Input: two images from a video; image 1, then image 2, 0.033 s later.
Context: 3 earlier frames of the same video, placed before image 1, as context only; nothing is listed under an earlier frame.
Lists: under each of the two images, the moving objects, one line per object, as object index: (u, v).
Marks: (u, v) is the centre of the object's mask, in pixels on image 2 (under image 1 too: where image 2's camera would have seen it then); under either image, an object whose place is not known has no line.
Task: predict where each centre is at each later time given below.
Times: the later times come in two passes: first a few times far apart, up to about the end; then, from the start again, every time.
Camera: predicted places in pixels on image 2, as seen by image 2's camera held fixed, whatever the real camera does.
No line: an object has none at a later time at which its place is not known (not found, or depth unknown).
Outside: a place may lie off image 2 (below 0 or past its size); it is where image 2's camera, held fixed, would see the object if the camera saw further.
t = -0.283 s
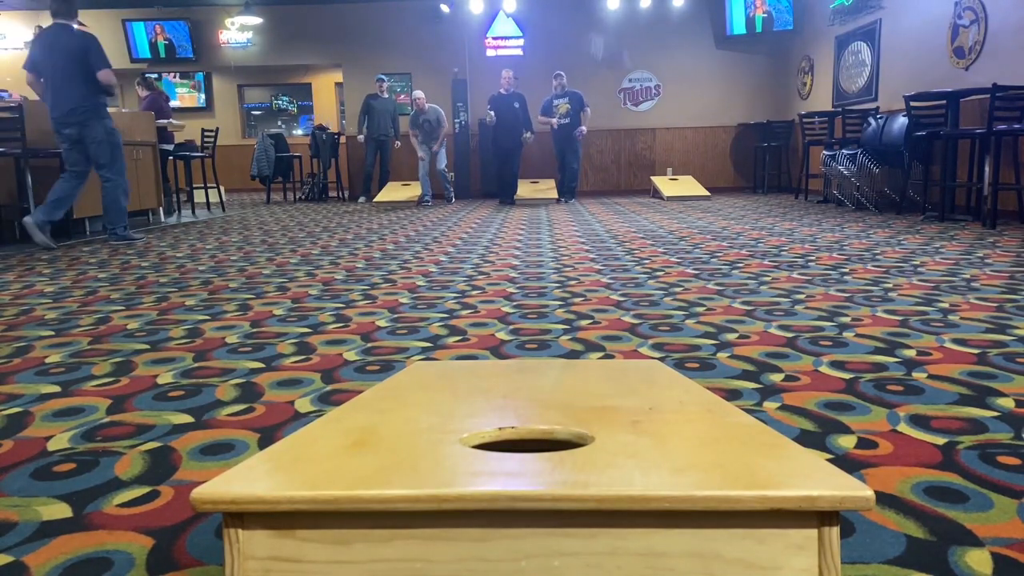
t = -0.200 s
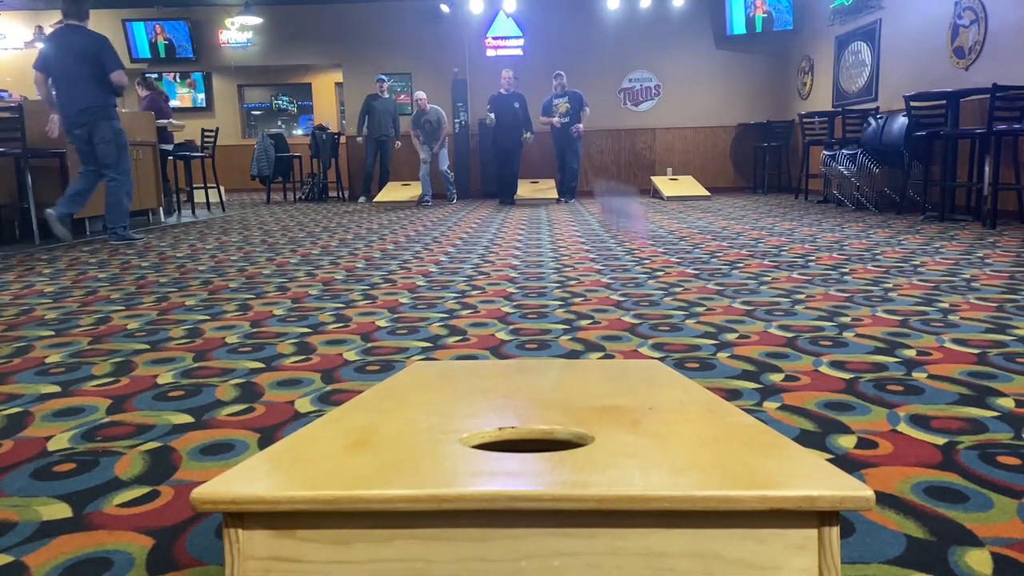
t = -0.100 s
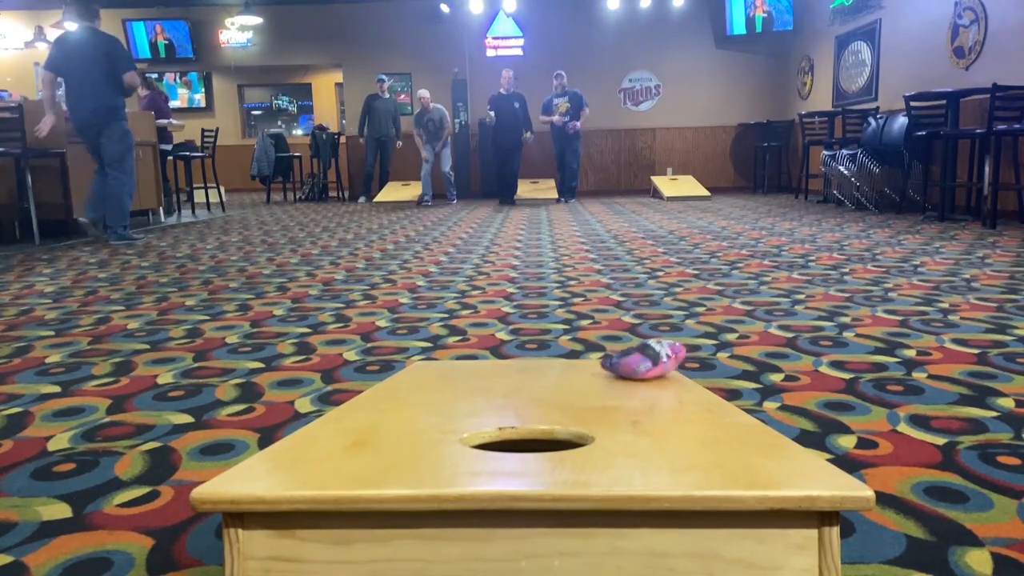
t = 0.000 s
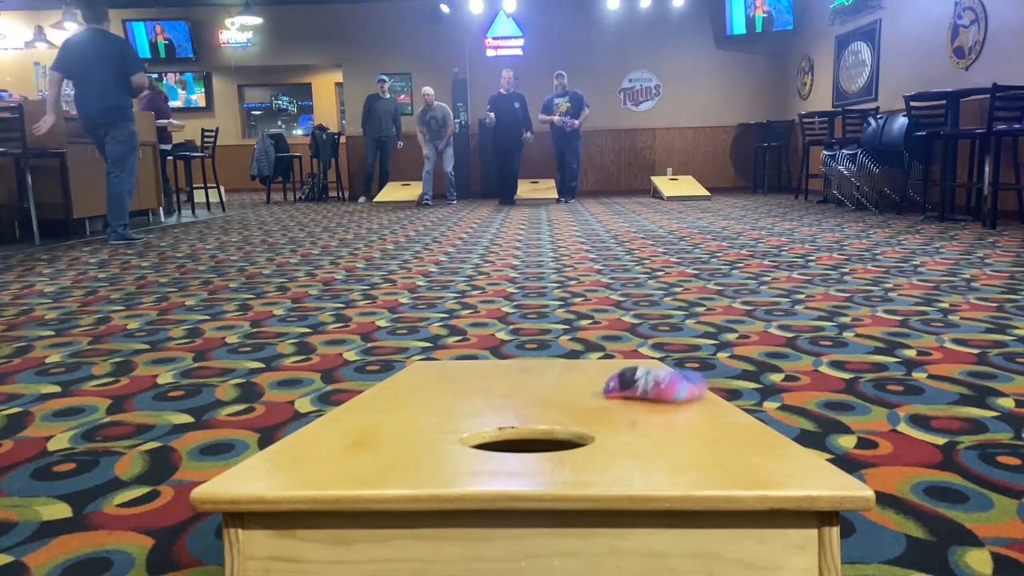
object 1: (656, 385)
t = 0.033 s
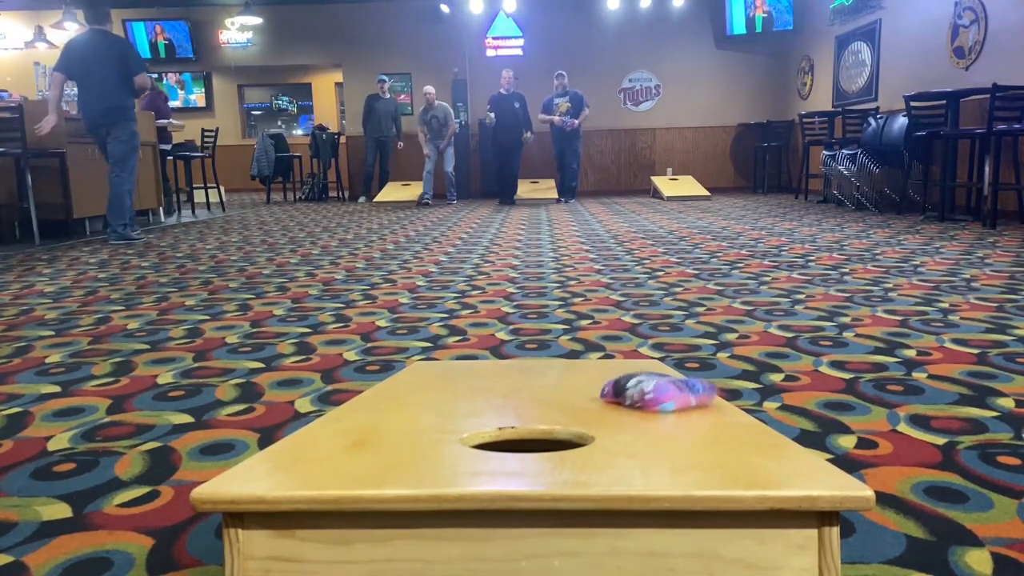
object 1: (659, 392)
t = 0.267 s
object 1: (682, 429)
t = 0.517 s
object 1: (685, 432)
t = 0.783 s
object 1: (685, 432)
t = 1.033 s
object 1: (685, 432)
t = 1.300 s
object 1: (685, 432)
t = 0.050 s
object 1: (660, 395)
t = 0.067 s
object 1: (663, 399)
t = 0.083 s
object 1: (664, 402)
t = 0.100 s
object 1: (666, 405)
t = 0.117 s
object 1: (667, 408)
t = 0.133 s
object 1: (669, 411)
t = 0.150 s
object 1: (670, 414)
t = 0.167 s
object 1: (671, 417)
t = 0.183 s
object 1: (673, 420)
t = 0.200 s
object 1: (675, 422)
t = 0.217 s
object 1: (676, 424)
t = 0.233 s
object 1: (678, 426)
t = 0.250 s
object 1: (680, 428)
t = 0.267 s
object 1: (682, 429)
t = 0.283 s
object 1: (683, 430)
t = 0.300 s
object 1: (684, 431)
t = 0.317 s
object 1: (684, 432)
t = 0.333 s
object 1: (685, 432)
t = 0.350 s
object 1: (685, 432)
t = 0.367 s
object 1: (685, 432)
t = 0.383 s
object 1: (685, 432)
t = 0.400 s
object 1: (685, 432)
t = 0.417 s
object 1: (685, 432)
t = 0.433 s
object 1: (685, 432)
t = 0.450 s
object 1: (685, 432)
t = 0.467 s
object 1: (685, 432)
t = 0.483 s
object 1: (685, 432)
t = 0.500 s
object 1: (685, 432)
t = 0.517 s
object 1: (685, 432)
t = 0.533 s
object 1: (685, 432)
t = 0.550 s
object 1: (685, 432)
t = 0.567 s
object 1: (685, 432)
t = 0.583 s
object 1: (685, 432)
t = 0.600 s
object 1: (685, 432)
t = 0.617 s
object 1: (685, 432)
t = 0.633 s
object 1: (685, 432)
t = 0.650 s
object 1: (685, 432)
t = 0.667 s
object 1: (685, 432)
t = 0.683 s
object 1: (685, 432)
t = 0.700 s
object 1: (685, 432)
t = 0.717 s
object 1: (685, 432)
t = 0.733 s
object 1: (685, 432)
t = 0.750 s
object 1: (685, 432)
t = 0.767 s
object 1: (685, 432)
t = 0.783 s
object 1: (685, 432)
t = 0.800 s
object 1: (685, 432)
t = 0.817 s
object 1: (685, 432)
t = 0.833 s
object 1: (685, 432)
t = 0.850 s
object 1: (685, 432)
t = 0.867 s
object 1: (685, 432)
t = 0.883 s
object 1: (685, 432)
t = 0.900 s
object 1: (685, 432)
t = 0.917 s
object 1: (685, 432)
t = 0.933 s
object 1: (685, 432)
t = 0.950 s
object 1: (685, 432)
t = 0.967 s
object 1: (685, 432)
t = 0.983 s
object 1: (685, 432)
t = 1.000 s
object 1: (685, 432)
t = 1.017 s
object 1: (685, 432)
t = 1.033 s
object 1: (685, 432)
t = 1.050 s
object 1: (685, 432)
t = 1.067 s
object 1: (685, 432)
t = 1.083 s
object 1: (685, 432)
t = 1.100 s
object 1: (685, 432)
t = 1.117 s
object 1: (686, 432)
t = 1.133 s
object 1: (686, 432)
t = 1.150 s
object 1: (685, 432)
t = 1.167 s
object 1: (685, 432)
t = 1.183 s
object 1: (685, 432)
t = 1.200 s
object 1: (685, 432)
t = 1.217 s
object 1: (686, 432)
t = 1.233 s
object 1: (685, 432)
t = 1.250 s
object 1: (686, 432)
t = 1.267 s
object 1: (685, 432)
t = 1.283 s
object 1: (686, 432)
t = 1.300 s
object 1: (685, 432)
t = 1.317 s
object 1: (686, 432)
